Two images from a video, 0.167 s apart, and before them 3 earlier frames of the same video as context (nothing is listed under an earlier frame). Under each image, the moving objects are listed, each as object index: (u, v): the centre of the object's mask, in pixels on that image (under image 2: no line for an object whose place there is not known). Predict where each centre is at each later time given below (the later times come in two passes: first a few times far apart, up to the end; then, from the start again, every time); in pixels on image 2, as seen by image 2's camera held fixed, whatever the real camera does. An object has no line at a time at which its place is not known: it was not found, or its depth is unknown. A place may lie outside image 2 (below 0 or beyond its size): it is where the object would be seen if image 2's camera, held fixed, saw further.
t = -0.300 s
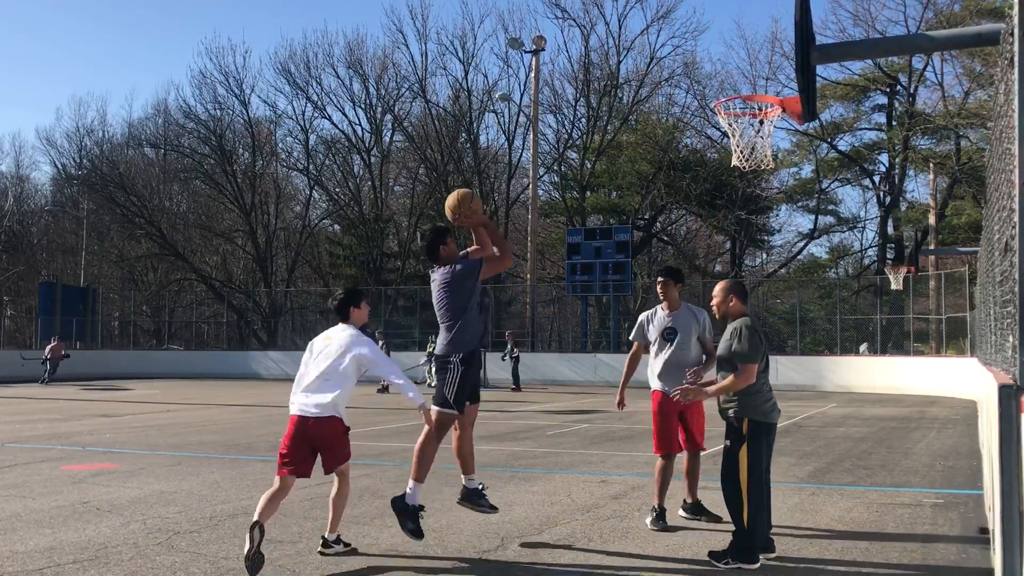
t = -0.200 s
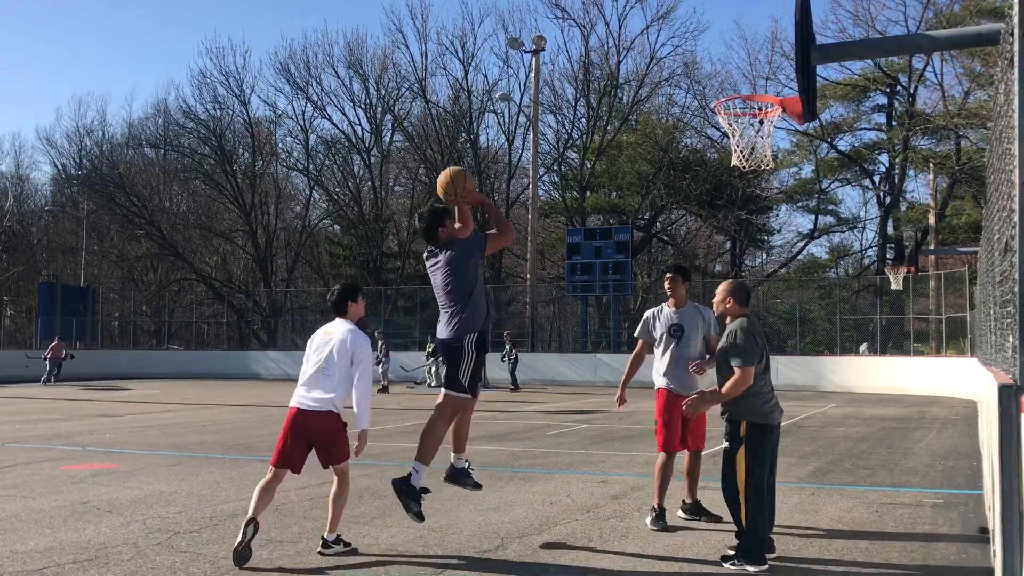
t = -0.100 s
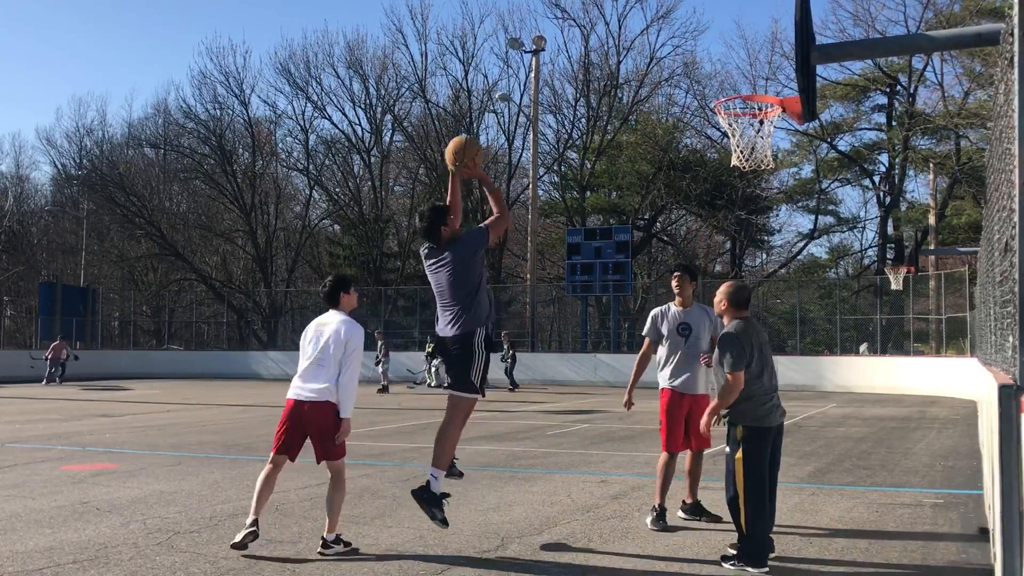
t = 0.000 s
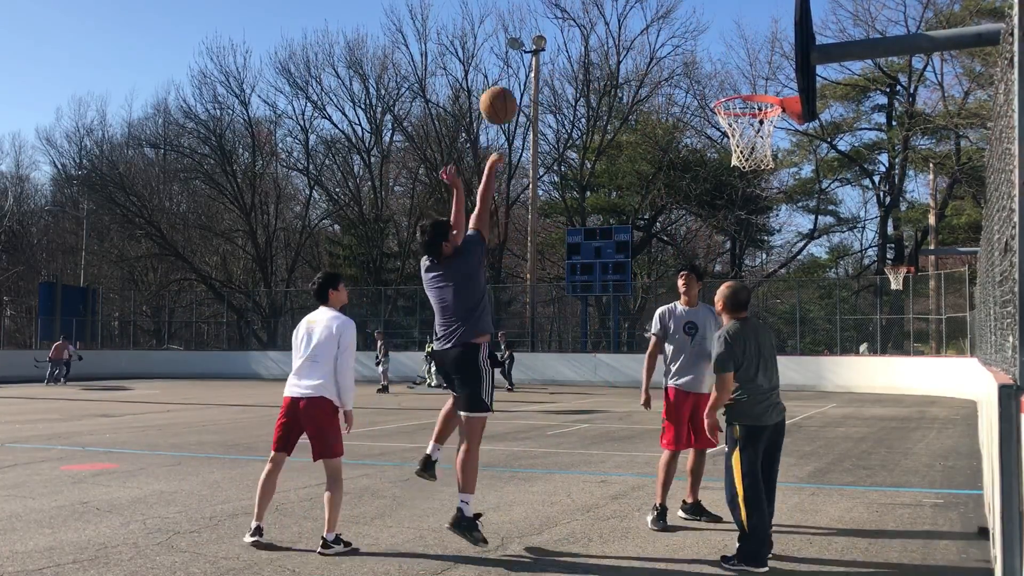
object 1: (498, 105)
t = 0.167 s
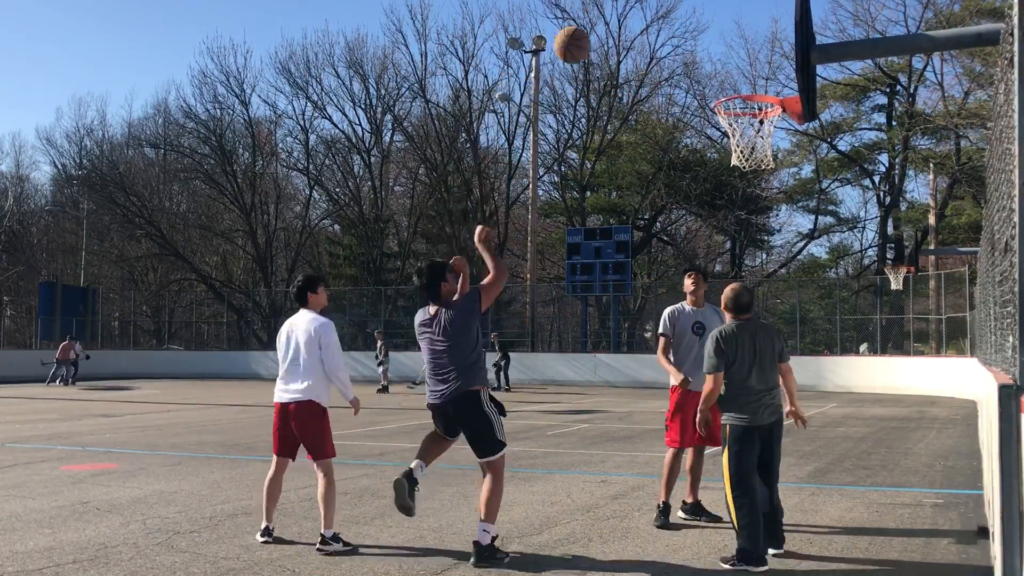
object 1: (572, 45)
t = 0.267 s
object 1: (613, 30)
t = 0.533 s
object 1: (714, 58)
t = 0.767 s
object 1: (737, 128)
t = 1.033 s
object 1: (728, 140)
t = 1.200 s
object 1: (739, 181)
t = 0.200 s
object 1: (586, 38)
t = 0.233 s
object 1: (599, 33)
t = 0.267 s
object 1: (613, 30)
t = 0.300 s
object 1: (627, 28)
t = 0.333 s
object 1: (640, 28)
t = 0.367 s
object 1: (652, 30)
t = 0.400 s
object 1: (665, 33)
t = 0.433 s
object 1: (678, 37)
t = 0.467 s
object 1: (690, 42)
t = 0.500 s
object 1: (702, 50)
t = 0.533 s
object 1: (714, 58)
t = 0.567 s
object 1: (725, 68)
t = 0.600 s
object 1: (737, 80)
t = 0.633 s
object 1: (748, 87)
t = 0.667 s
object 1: (757, 111)
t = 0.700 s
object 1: (753, 113)
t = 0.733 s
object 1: (745, 119)
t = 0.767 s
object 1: (737, 128)
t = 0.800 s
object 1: (730, 133)
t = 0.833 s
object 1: (726, 133)
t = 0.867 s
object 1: (724, 132)
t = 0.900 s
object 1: (724, 131)
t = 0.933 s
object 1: (724, 132)
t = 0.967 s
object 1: (725, 131)
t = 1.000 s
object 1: (727, 136)
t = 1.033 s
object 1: (728, 140)
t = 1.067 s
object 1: (730, 145)
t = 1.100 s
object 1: (733, 152)
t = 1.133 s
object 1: (735, 162)
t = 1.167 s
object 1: (737, 172)
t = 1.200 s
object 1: (739, 181)
